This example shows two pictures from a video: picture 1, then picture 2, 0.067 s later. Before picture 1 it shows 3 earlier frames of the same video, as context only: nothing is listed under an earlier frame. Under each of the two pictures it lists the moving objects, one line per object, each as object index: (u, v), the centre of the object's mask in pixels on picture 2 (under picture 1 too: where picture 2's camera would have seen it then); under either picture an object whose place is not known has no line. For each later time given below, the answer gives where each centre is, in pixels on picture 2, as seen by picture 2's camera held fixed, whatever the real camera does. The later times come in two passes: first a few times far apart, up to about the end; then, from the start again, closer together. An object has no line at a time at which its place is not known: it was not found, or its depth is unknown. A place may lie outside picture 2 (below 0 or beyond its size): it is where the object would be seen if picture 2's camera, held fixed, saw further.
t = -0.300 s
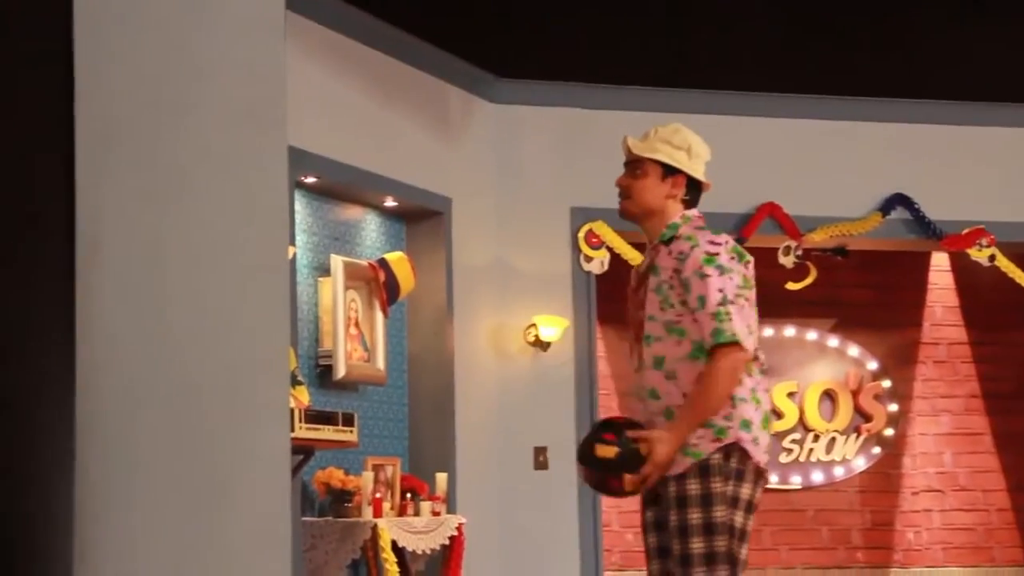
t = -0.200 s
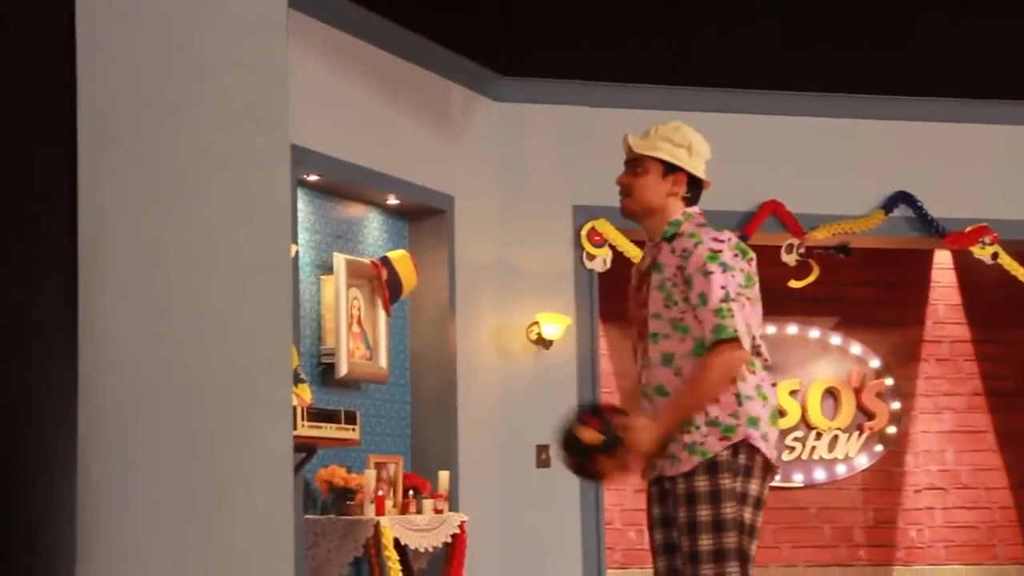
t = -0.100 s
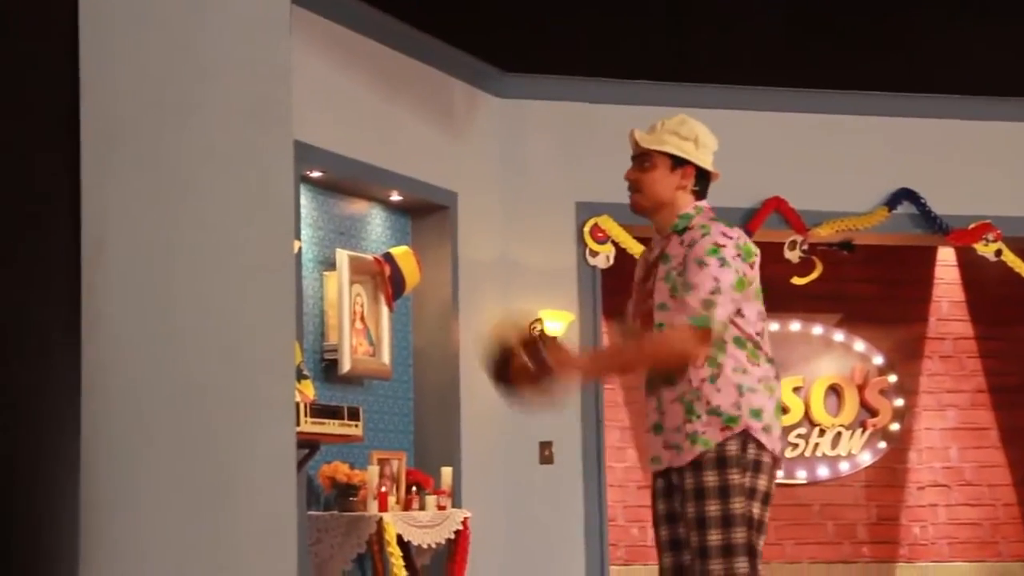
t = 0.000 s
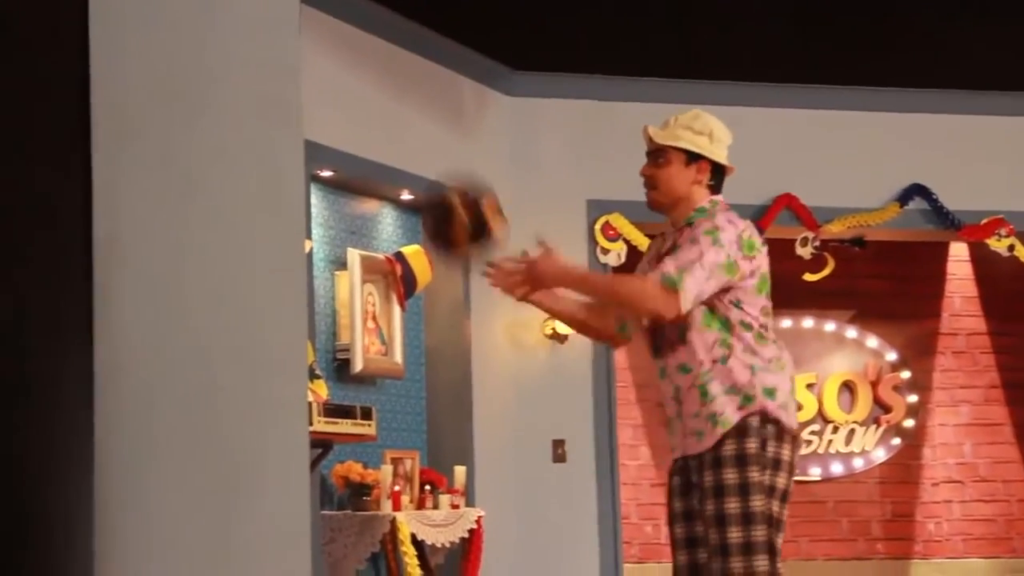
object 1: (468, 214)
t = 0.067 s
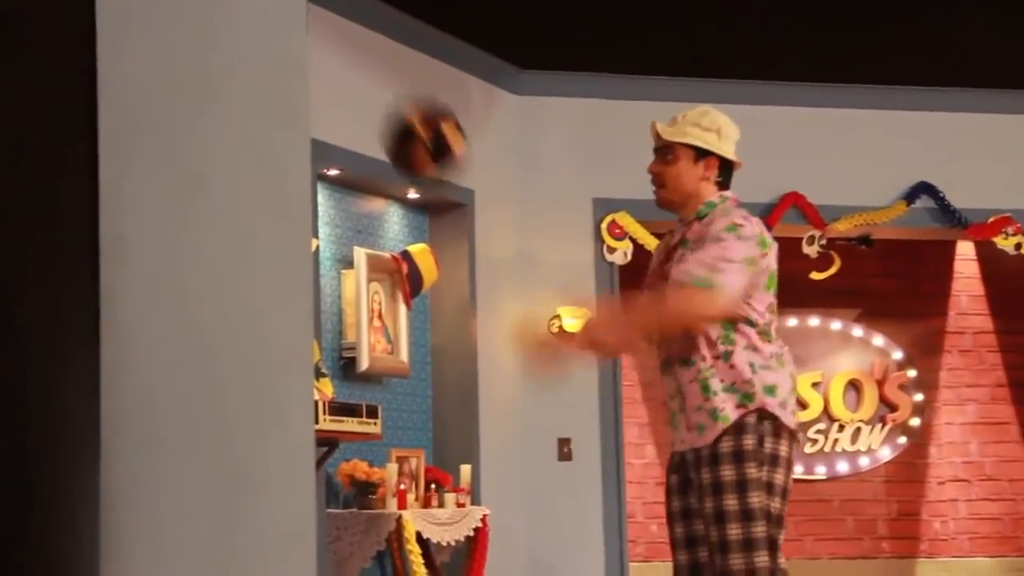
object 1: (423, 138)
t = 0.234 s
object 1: (343, 28)
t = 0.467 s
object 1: (453, 61)
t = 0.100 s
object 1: (400, 105)
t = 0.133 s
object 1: (378, 77)
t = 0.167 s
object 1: (356, 50)
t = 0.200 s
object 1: (340, 33)
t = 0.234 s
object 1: (343, 28)
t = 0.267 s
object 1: (357, 24)
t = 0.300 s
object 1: (373, 24)
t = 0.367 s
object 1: (406, 29)
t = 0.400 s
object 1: (420, 35)
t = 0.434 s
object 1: (436, 44)
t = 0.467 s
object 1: (453, 61)
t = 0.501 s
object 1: (468, 82)
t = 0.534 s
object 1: (484, 106)
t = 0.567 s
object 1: (501, 135)
